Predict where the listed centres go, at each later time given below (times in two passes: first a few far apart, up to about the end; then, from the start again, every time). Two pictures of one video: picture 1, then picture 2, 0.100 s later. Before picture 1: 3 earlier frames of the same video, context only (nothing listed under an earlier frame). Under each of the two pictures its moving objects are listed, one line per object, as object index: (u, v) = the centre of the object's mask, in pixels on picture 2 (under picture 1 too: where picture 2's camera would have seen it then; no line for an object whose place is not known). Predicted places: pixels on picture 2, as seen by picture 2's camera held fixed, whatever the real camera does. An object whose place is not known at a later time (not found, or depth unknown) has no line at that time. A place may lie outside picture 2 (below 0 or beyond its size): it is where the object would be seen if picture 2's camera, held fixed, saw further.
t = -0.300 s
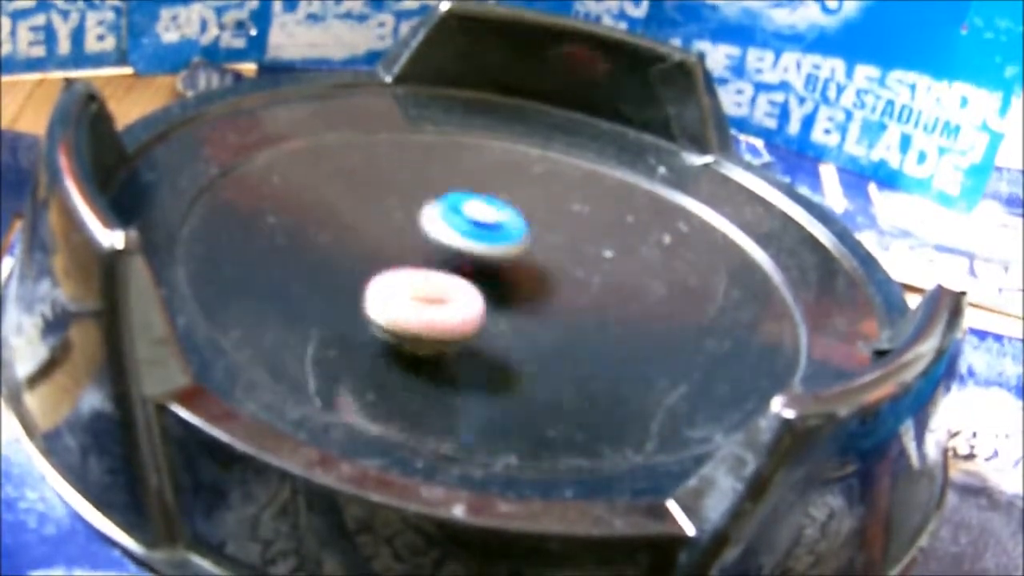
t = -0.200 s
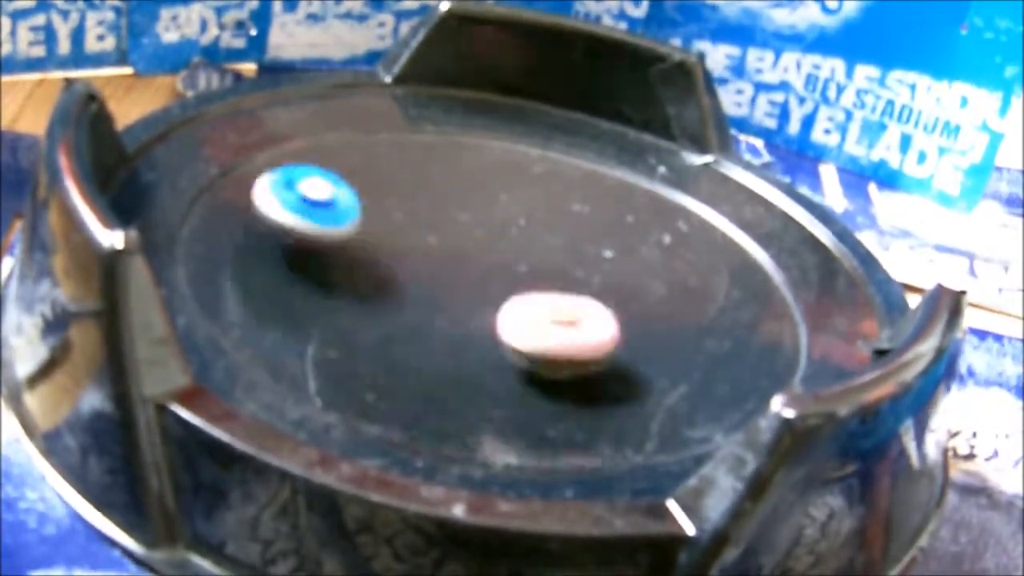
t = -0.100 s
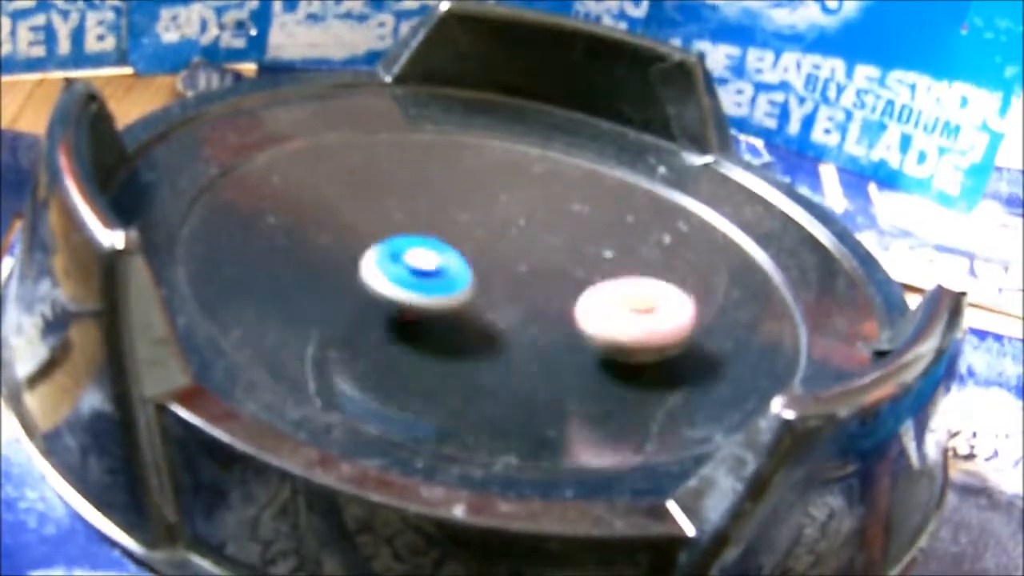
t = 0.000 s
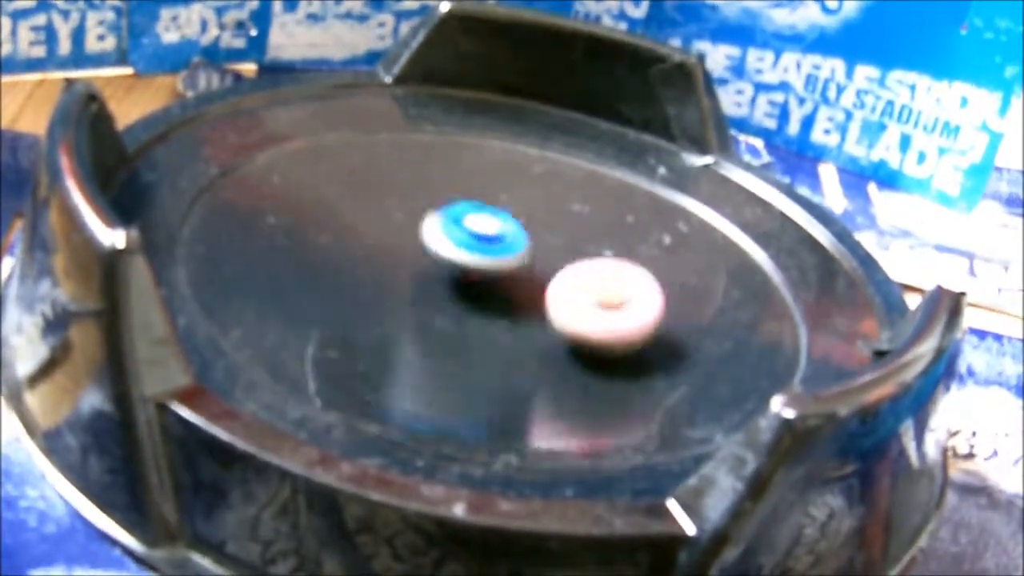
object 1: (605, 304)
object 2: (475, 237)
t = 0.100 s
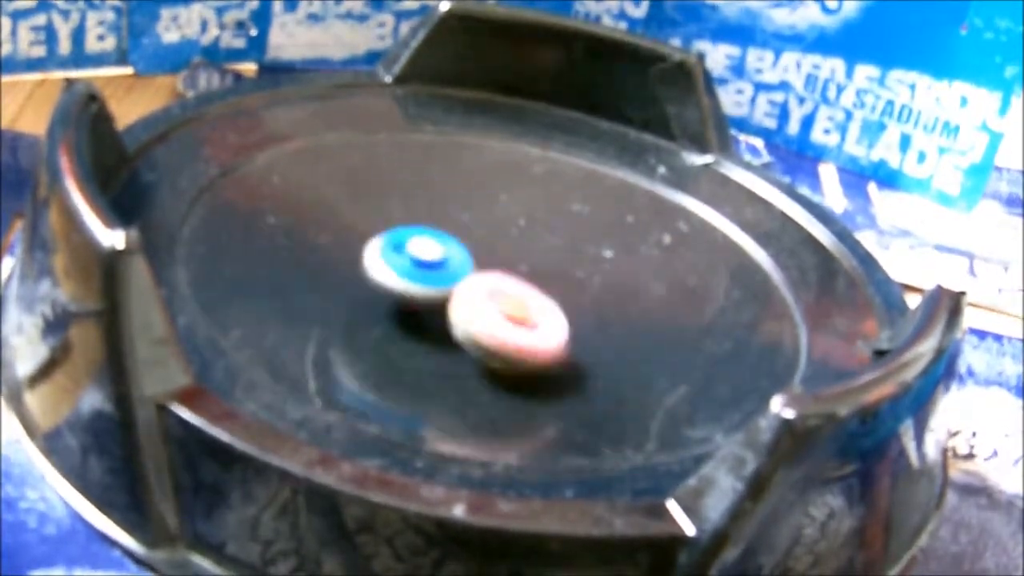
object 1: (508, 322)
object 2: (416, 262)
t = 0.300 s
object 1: (490, 323)
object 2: (475, 252)
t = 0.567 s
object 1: (376, 253)
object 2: (533, 279)
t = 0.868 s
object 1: (474, 214)
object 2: (478, 292)
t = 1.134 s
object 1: (556, 254)
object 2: (475, 284)
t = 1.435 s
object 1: (602, 335)
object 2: (454, 266)
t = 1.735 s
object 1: (495, 338)
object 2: (479, 264)
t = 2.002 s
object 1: (443, 320)
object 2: (501, 271)
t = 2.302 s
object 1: (413, 311)
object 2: (500, 281)
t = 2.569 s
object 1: (407, 302)
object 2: (501, 274)
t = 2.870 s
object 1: (399, 292)
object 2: (502, 269)
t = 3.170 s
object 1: (405, 287)
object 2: (506, 268)
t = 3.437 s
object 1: (387, 280)
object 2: (523, 274)
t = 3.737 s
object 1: (411, 280)
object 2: (525, 281)
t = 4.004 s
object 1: (400, 267)
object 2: (537, 298)
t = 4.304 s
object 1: (425, 278)
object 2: (539, 302)
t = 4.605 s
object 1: (458, 272)
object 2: (567, 295)
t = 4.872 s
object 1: (451, 278)
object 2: (578, 289)
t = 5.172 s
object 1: (445, 291)
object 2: (555, 294)
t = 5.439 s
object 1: (444, 280)
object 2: (536, 269)
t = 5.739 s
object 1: (437, 284)
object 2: (530, 271)
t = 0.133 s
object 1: (551, 365)
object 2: (418, 266)
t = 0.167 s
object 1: (548, 379)
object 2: (459, 272)
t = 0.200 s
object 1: (547, 375)
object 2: (496, 263)
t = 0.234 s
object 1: (538, 363)
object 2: (502, 246)
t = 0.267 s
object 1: (518, 343)
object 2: (482, 244)
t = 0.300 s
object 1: (490, 323)
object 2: (475, 252)
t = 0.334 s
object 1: (463, 324)
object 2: (482, 256)
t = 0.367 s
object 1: (434, 329)
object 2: (493, 256)
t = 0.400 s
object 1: (414, 324)
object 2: (496, 259)
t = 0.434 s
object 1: (409, 322)
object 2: (501, 272)
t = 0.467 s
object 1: (413, 314)
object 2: (515, 286)
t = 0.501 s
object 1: (417, 301)
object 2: (529, 293)
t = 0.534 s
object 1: (414, 281)
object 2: (534, 287)
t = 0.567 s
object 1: (376, 253)
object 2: (533, 279)
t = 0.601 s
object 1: (338, 223)
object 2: (529, 275)
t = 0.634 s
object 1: (327, 211)
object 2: (510, 281)
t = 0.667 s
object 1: (334, 215)
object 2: (501, 293)
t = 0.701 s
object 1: (361, 230)
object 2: (506, 302)
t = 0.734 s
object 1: (414, 247)
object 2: (504, 297)
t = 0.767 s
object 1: (442, 234)
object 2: (503, 294)
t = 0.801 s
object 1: (458, 220)
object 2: (486, 291)
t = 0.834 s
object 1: (468, 214)
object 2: (474, 290)
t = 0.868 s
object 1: (474, 214)
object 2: (478, 292)
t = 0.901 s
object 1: (480, 220)
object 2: (484, 285)
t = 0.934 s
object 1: (488, 216)
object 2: (488, 295)
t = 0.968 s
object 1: (503, 225)
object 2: (497, 295)
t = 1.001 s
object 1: (518, 229)
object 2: (483, 292)
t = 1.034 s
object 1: (532, 226)
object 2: (472, 304)
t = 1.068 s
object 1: (544, 230)
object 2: (482, 313)
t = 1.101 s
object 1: (548, 240)
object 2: (487, 301)
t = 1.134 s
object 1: (556, 254)
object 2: (475, 284)
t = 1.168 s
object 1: (566, 272)
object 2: (452, 266)
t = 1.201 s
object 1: (581, 288)
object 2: (433, 258)
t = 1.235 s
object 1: (592, 296)
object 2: (438, 267)
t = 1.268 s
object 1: (600, 299)
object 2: (471, 274)
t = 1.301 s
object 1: (614, 304)
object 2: (474, 268)
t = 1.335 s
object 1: (606, 307)
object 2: (464, 265)
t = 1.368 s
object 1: (590, 310)
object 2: (473, 273)
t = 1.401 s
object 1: (591, 322)
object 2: (476, 272)
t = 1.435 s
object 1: (602, 335)
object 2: (454, 266)
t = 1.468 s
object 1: (601, 335)
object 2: (449, 269)
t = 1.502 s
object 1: (586, 332)
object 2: (463, 274)
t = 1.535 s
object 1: (554, 328)
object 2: (475, 272)
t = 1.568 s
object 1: (530, 339)
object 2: (472, 261)
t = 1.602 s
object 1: (516, 343)
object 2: (470, 259)
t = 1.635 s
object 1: (508, 343)
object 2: (475, 262)
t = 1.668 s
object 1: (501, 340)
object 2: (477, 263)
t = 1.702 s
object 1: (498, 339)
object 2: (478, 264)
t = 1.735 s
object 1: (495, 338)
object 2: (479, 264)
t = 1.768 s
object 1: (491, 336)
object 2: (481, 265)
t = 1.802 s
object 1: (487, 335)
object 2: (483, 266)
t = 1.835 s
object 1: (482, 333)
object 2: (487, 266)
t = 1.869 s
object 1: (475, 330)
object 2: (490, 266)
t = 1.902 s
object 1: (467, 329)
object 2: (495, 268)
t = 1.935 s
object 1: (459, 326)
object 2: (498, 269)
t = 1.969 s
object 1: (451, 322)
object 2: (500, 270)
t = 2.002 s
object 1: (443, 320)
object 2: (501, 271)
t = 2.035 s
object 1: (438, 319)
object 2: (502, 270)
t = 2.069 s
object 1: (434, 318)
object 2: (500, 272)
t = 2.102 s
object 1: (428, 316)
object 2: (498, 272)
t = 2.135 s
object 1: (424, 315)
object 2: (496, 273)
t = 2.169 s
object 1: (422, 315)
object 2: (496, 275)
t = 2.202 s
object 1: (419, 314)
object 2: (497, 277)
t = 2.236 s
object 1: (416, 313)
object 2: (498, 278)
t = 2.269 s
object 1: (414, 312)
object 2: (499, 280)
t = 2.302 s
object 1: (413, 311)
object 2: (500, 281)
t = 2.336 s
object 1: (411, 310)
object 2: (501, 280)
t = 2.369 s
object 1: (410, 309)
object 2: (500, 279)
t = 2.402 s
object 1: (411, 308)
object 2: (498, 279)
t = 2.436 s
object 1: (407, 305)
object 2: (498, 279)
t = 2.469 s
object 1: (406, 306)
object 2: (500, 277)
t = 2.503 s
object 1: (409, 306)
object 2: (501, 276)
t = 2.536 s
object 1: (409, 305)
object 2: (500, 276)
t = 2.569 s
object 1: (407, 302)
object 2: (501, 274)
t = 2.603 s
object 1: (405, 300)
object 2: (499, 274)
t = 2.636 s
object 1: (403, 298)
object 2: (499, 272)
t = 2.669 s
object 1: (402, 297)
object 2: (498, 273)
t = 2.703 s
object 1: (402, 295)
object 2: (498, 273)
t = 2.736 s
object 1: (402, 294)
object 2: (498, 273)
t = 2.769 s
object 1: (399, 295)
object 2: (499, 272)
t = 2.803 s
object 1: (398, 295)
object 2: (500, 271)
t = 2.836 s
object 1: (399, 294)
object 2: (501, 270)
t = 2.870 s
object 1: (399, 292)
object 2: (502, 269)
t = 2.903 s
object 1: (399, 292)
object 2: (500, 268)
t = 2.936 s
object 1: (398, 291)
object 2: (497, 267)
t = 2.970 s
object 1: (398, 291)
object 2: (496, 268)
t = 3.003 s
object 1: (397, 290)
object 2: (496, 270)
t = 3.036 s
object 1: (394, 289)
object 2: (498, 270)
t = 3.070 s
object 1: (396, 289)
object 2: (501, 271)
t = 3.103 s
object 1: (402, 291)
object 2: (504, 269)
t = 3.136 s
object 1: (405, 289)
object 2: (505, 269)
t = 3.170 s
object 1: (405, 287)
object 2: (506, 268)
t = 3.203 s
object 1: (402, 287)
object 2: (505, 269)
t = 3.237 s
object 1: (402, 286)
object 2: (505, 268)
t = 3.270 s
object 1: (402, 283)
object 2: (504, 270)
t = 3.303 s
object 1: (401, 283)
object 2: (506, 271)
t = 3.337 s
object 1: (403, 281)
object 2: (507, 271)
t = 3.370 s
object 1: (401, 280)
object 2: (510, 272)
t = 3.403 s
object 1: (394, 281)
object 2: (518, 272)
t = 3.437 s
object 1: (387, 280)
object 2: (523, 274)
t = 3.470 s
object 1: (384, 277)
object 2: (525, 273)
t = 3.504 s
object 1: (384, 277)
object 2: (526, 273)
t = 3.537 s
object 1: (384, 277)
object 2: (529, 273)
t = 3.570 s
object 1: (385, 277)
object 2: (530, 275)
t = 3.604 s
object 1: (388, 280)
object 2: (529, 276)
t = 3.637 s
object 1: (394, 281)
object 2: (528, 276)
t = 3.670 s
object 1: (399, 281)
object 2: (528, 277)
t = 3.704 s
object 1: (406, 282)
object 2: (525, 279)
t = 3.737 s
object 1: (411, 280)
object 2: (525, 281)
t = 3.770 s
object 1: (406, 276)
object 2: (524, 283)
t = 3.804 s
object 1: (406, 274)
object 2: (525, 285)
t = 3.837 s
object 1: (409, 274)
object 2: (527, 288)
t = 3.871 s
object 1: (412, 275)
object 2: (528, 289)
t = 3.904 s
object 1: (413, 272)
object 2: (531, 290)
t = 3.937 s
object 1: (408, 271)
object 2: (538, 294)
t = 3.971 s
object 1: (403, 269)
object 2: (539, 297)
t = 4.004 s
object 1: (400, 267)
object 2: (537, 298)
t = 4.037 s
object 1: (401, 270)
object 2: (532, 296)
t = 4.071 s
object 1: (405, 271)
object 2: (527, 293)
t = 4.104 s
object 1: (410, 273)
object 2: (526, 292)
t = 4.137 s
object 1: (414, 273)
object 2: (526, 291)
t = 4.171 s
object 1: (413, 273)
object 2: (529, 293)
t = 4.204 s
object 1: (415, 276)
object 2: (535, 295)
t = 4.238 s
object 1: (418, 277)
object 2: (538, 298)
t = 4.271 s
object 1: (422, 278)
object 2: (540, 300)
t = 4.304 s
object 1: (425, 278)
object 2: (539, 302)
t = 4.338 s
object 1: (422, 275)
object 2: (545, 302)
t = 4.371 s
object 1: (422, 272)
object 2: (550, 302)
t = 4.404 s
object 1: (428, 272)
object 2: (553, 300)
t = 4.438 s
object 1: (432, 272)
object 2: (557, 299)
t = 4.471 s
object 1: (438, 271)
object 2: (560, 298)
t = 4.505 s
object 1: (441, 272)
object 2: (563, 296)
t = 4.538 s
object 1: (443, 272)
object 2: (565, 296)
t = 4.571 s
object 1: (448, 273)
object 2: (567, 295)
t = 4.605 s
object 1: (458, 272)
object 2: (567, 295)
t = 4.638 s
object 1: (461, 271)
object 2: (571, 294)
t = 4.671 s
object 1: (462, 273)
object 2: (574, 293)
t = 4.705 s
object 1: (462, 277)
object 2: (576, 291)
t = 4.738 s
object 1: (465, 280)
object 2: (578, 290)
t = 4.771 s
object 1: (463, 279)
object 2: (578, 289)
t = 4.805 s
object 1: (460, 281)
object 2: (579, 288)
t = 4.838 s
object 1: (453, 280)
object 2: (579, 288)
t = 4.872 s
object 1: (451, 278)
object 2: (578, 289)
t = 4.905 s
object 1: (451, 276)
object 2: (577, 290)
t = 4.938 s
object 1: (453, 276)
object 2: (574, 292)
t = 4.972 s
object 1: (456, 277)
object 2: (571, 294)
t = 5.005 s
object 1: (456, 281)
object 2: (568, 294)
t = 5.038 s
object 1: (456, 283)
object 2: (566, 295)
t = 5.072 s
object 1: (454, 284)
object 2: (563, 295)
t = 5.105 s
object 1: (450, 285)
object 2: (561, 295)
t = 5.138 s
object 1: (447, 288)
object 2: (558, 295)
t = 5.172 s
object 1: (445, 291)
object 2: (555, 294)
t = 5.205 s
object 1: (441, 289)
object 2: (550, 293)
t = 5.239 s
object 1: (441, 289)
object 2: (545, 291)
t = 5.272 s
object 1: (437, 288)
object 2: (540, 287)
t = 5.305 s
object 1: (438, 286)
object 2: (535, 284)
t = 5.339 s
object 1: (441, 284)
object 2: (532, 280)
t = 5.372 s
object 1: (445, 282)
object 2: (534, 274)
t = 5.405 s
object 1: (445, 282)
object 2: (535, 272)
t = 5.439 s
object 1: (444, 280)
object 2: (536, 269)
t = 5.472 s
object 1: (443, 279)
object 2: (536, 268)
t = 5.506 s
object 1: (440, 278)
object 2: (535, 267)
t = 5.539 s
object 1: (439, 278)
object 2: (536, 267)
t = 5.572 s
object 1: (438, 279)
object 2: (536, 268)
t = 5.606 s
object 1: (437, 279)
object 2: (535, 268)
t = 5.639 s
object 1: (437, 279)
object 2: (532, 269)
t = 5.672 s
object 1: (437, 280)
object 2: (530, 271)
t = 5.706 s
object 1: (436, 282)
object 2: (530, 271)
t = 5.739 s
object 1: (437, 284)
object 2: (530, 271)
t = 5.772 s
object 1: (438, 287)
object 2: (531, 272)
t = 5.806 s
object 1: (439, 289)
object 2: (531, 271)
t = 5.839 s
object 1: (441, 290)
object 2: (531, 271)
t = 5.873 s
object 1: (444, 293)
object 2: (531, 271)
